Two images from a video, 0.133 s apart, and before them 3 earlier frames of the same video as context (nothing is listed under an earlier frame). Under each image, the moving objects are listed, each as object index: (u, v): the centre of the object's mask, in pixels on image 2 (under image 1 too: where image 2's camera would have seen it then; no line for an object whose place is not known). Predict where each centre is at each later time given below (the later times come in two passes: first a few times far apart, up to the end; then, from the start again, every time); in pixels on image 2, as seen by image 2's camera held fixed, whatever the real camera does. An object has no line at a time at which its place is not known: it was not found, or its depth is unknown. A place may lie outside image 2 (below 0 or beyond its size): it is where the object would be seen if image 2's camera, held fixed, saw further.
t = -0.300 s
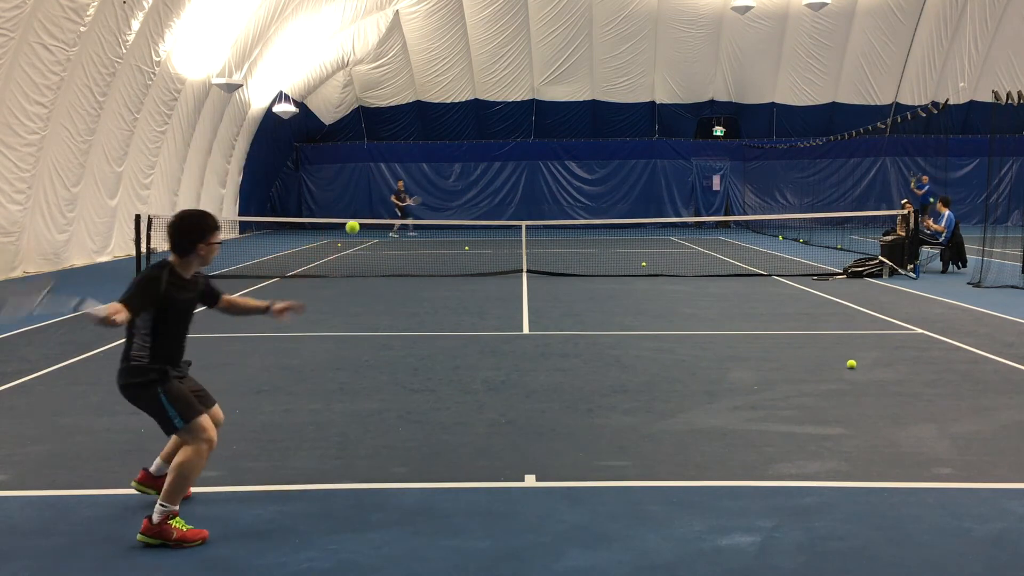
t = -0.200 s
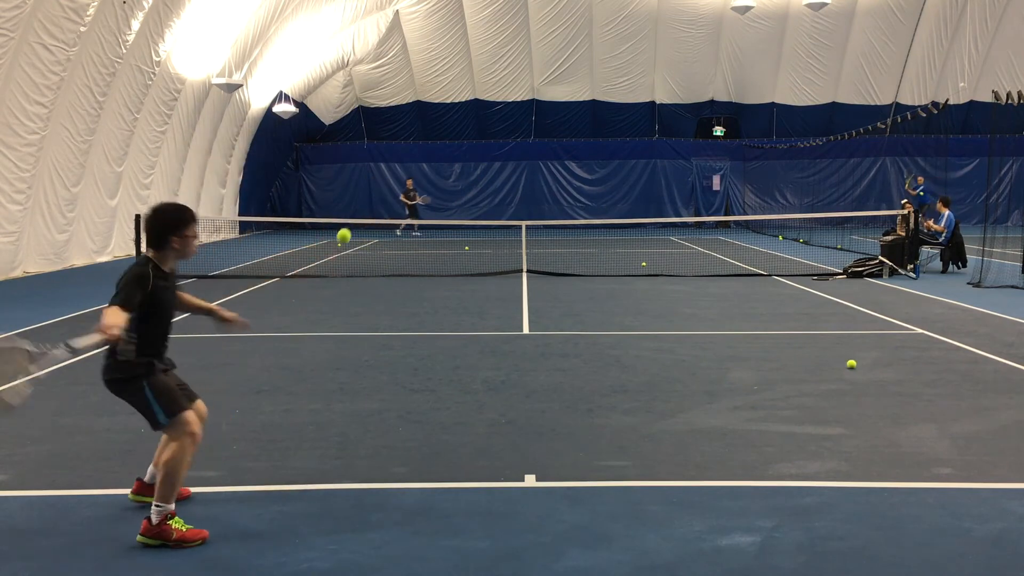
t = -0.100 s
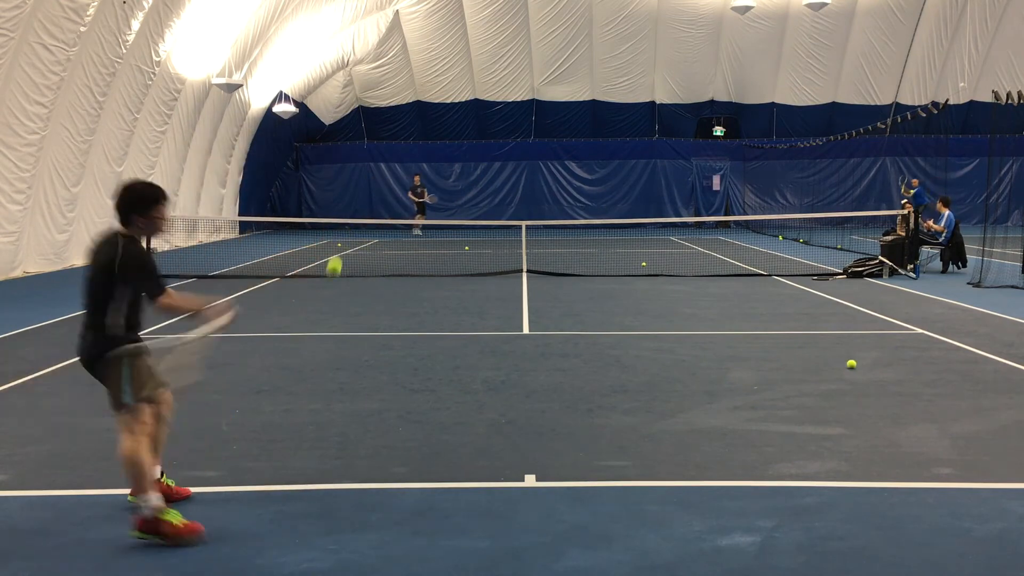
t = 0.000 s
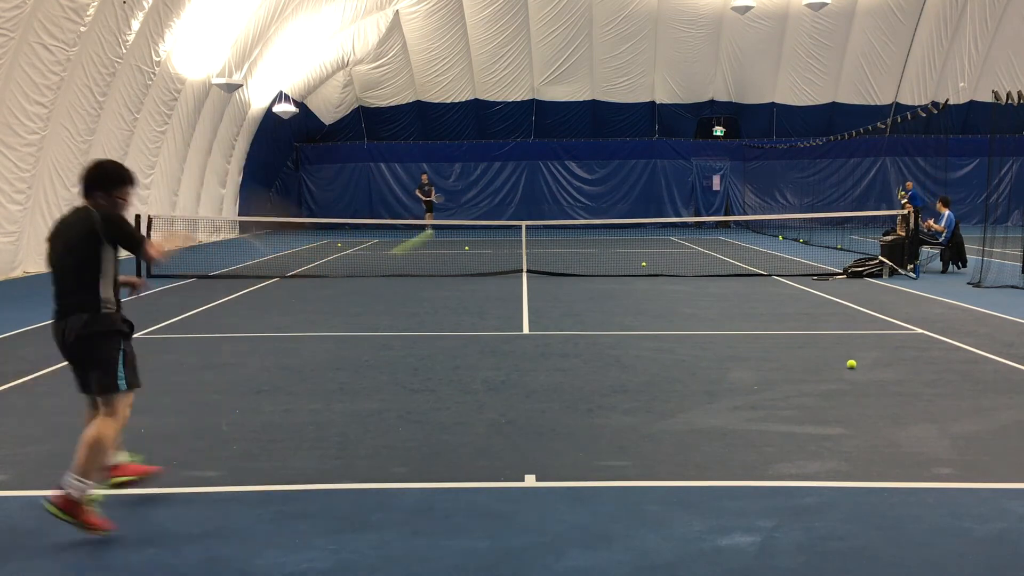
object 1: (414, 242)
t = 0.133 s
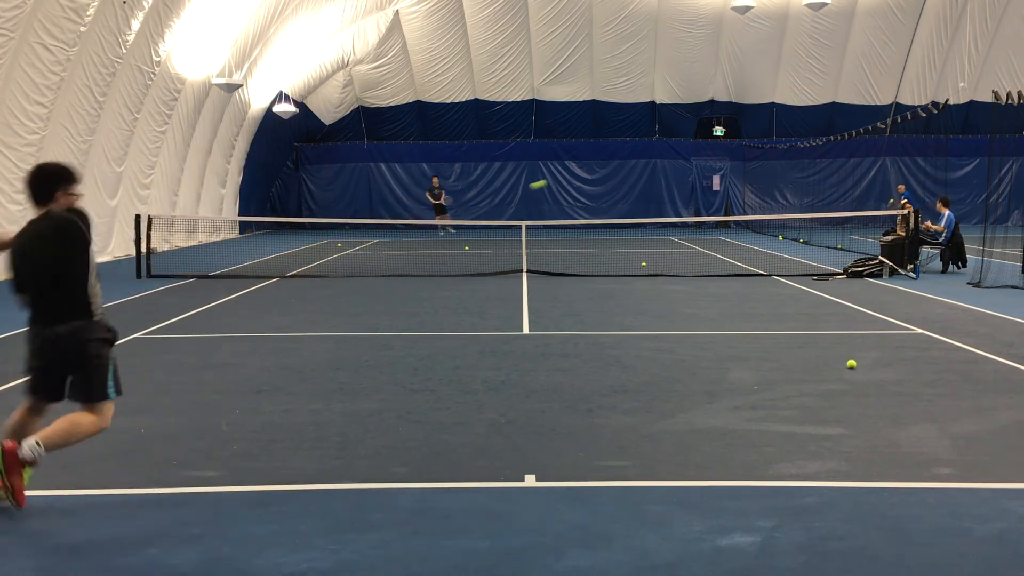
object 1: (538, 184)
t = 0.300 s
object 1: (602, 176)
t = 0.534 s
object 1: (646, 196)
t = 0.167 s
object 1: (556, 180)
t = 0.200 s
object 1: (570, 177)
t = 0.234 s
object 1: (582, 176)
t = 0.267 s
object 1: (593, 175)
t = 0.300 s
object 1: (602, 176)
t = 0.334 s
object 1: (610, 177)
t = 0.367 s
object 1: (618, 180)
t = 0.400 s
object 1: (625, 182)
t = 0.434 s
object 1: (631, 185)
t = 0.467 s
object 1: (636, 188)
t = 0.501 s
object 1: (641, 192)
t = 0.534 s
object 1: (646, 196)
